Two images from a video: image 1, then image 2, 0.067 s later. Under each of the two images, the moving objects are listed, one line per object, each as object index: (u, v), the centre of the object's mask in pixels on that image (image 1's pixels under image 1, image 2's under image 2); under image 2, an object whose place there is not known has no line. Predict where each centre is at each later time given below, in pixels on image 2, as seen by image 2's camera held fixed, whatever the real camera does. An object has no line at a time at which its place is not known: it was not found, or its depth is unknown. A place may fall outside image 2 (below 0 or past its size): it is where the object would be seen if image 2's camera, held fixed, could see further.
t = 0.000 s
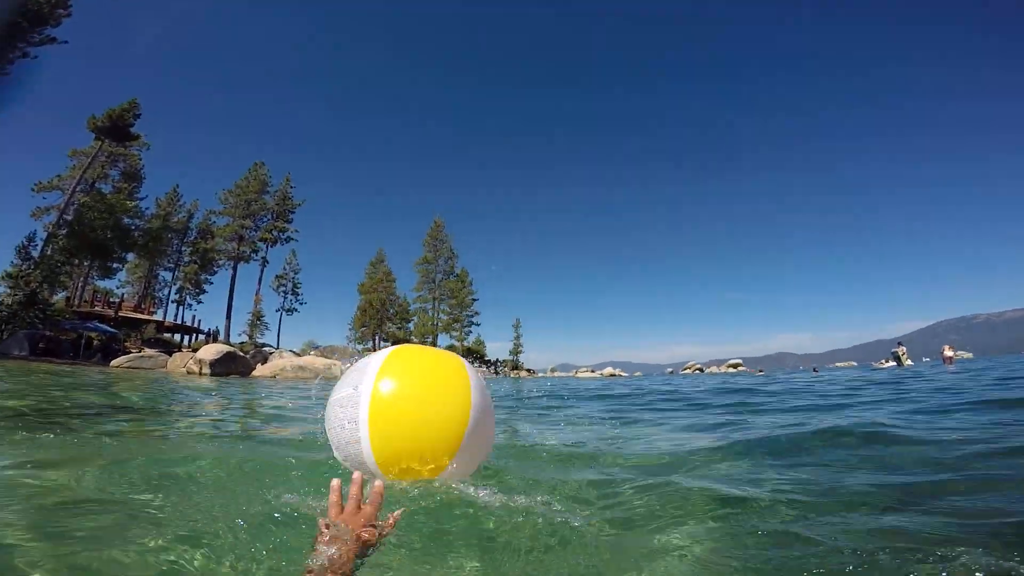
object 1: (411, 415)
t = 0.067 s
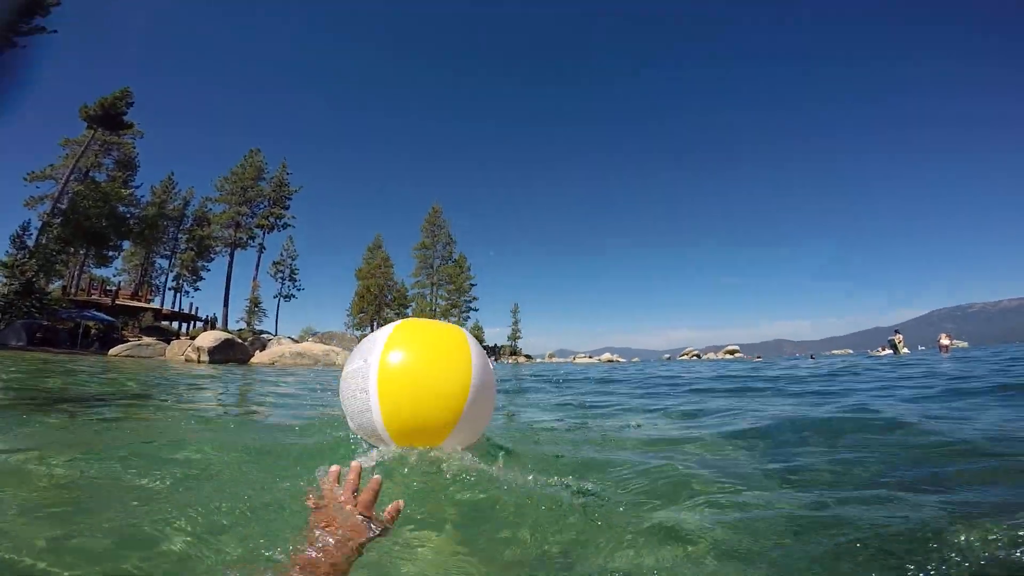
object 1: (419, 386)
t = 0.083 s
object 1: (422, 383)
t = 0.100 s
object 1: (425, 380)
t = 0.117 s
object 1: (428, 378)
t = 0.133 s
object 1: (431, 378)
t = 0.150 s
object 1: (433, 376)
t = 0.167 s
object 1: (436, 376)
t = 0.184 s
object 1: (438, 377)
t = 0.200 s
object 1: (441, 378)
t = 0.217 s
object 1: (444, 380)
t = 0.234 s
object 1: (447, 383)
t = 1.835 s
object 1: (487, 403)
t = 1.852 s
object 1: (484, 400)
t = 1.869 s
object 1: (481, 398)
